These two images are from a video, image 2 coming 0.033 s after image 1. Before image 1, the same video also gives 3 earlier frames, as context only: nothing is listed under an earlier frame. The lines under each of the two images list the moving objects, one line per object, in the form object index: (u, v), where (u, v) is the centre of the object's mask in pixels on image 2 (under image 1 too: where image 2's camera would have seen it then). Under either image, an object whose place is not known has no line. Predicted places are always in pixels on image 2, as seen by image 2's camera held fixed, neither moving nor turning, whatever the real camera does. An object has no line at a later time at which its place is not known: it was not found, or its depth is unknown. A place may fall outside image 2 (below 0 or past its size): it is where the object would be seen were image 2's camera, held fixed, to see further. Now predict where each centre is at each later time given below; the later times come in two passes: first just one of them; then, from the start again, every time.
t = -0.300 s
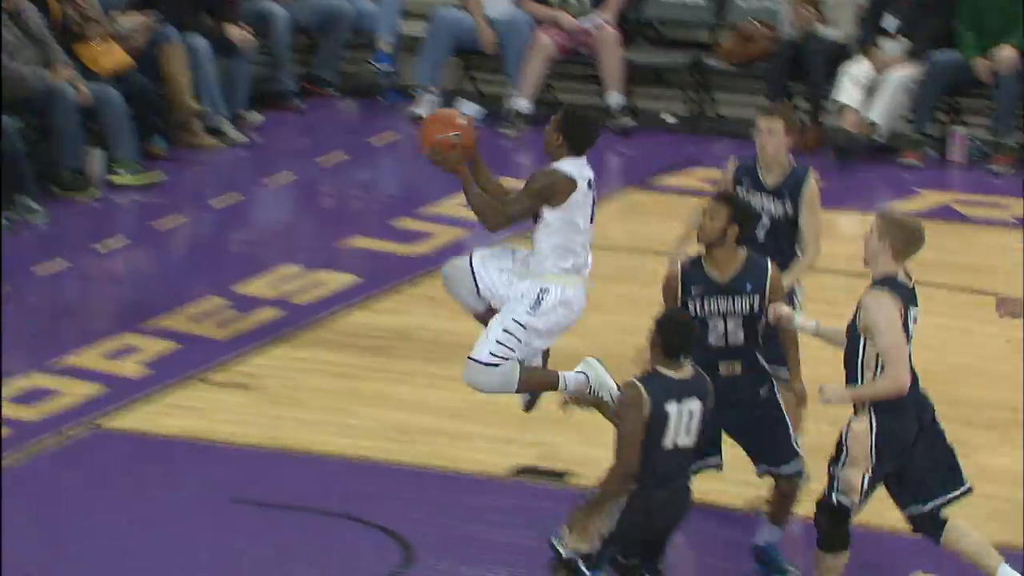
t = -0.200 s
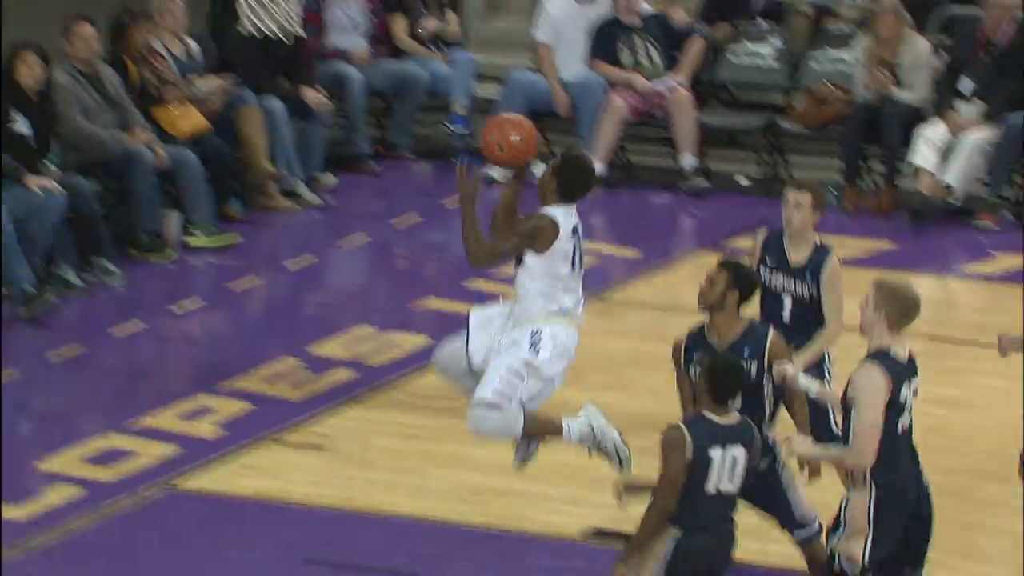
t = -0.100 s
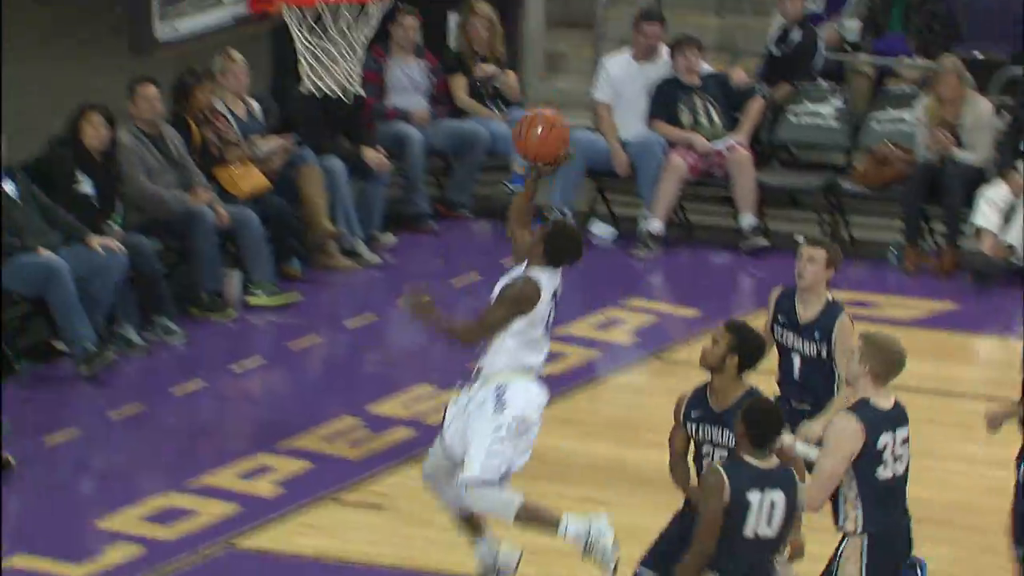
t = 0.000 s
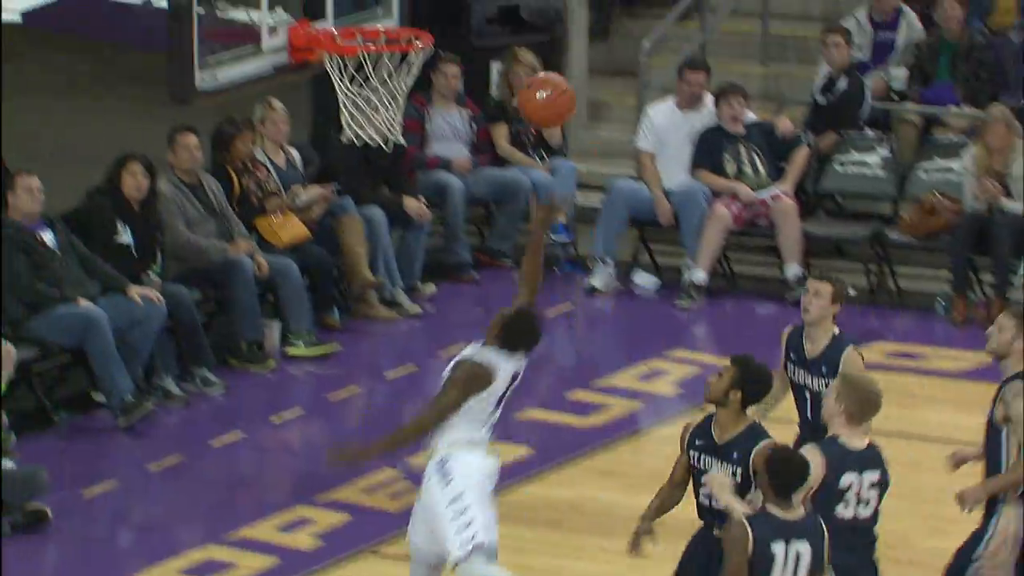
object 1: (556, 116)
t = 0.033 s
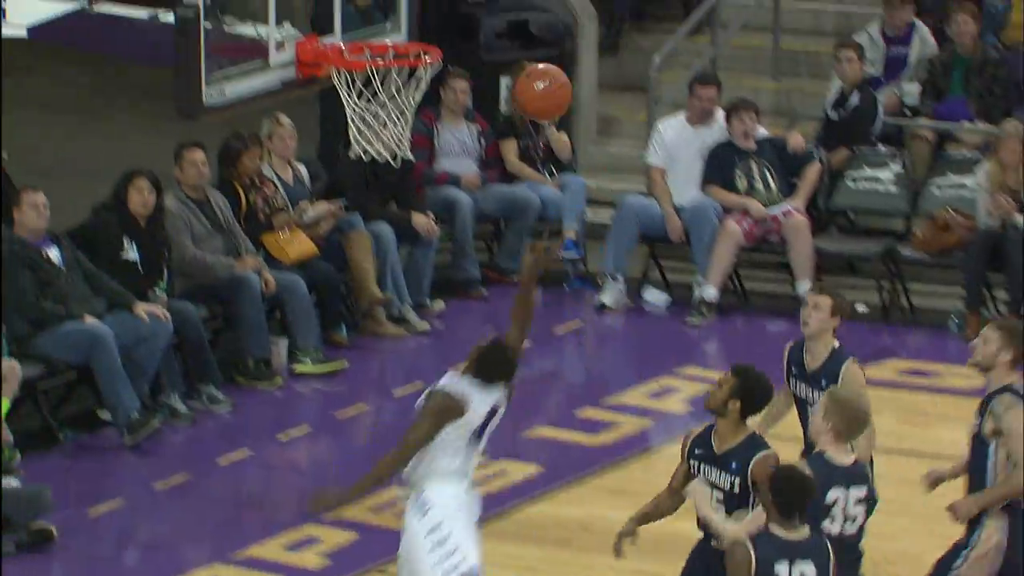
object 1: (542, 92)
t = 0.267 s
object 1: (454, -2)
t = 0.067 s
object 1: (530, 71)
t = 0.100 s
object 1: (517, 52)
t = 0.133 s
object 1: (504, 37)
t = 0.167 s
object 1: (492, 23)
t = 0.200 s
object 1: (479, 12)
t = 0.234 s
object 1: (466, 3)
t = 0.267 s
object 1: (454, -2)
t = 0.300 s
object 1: (441, -6)
